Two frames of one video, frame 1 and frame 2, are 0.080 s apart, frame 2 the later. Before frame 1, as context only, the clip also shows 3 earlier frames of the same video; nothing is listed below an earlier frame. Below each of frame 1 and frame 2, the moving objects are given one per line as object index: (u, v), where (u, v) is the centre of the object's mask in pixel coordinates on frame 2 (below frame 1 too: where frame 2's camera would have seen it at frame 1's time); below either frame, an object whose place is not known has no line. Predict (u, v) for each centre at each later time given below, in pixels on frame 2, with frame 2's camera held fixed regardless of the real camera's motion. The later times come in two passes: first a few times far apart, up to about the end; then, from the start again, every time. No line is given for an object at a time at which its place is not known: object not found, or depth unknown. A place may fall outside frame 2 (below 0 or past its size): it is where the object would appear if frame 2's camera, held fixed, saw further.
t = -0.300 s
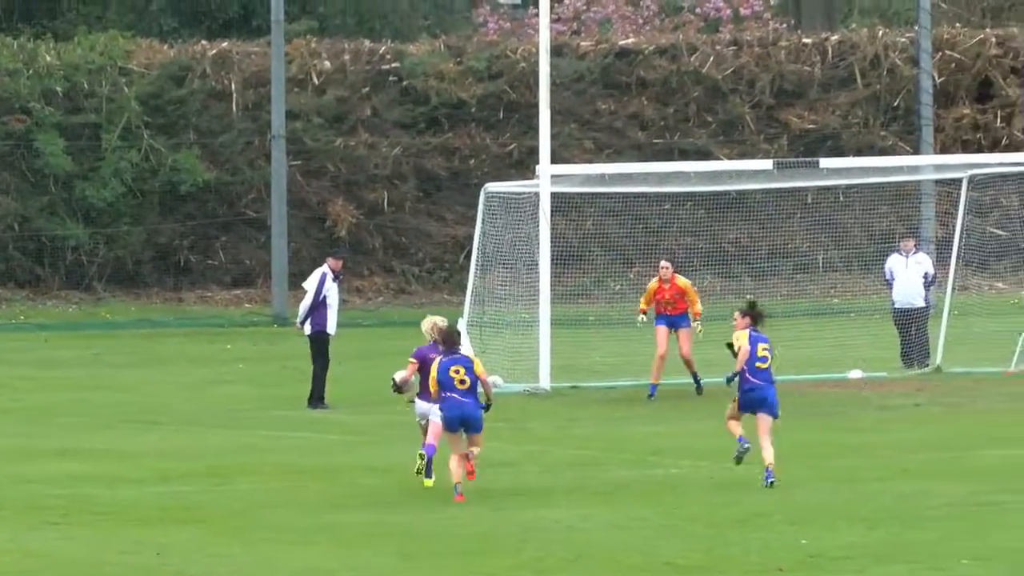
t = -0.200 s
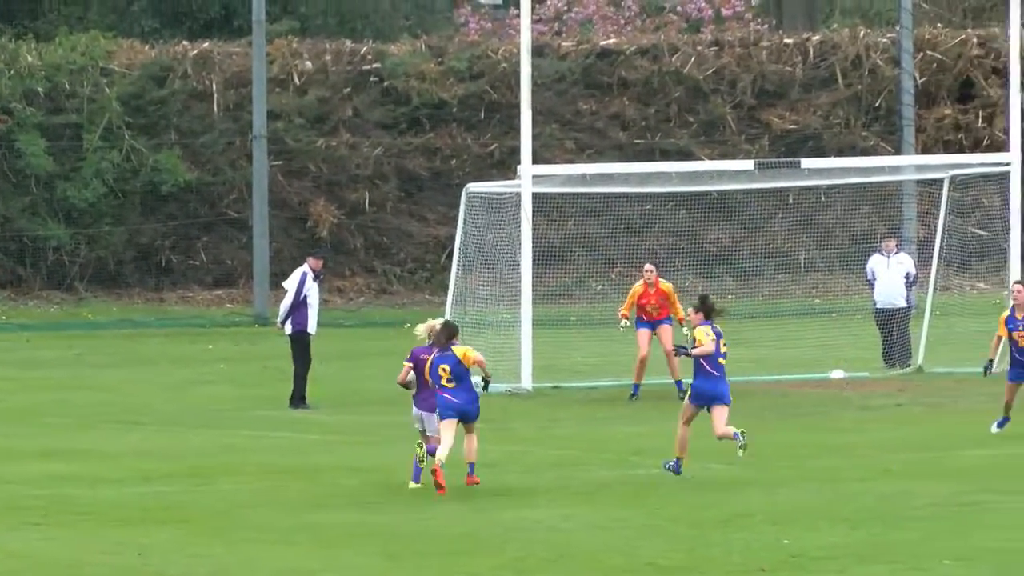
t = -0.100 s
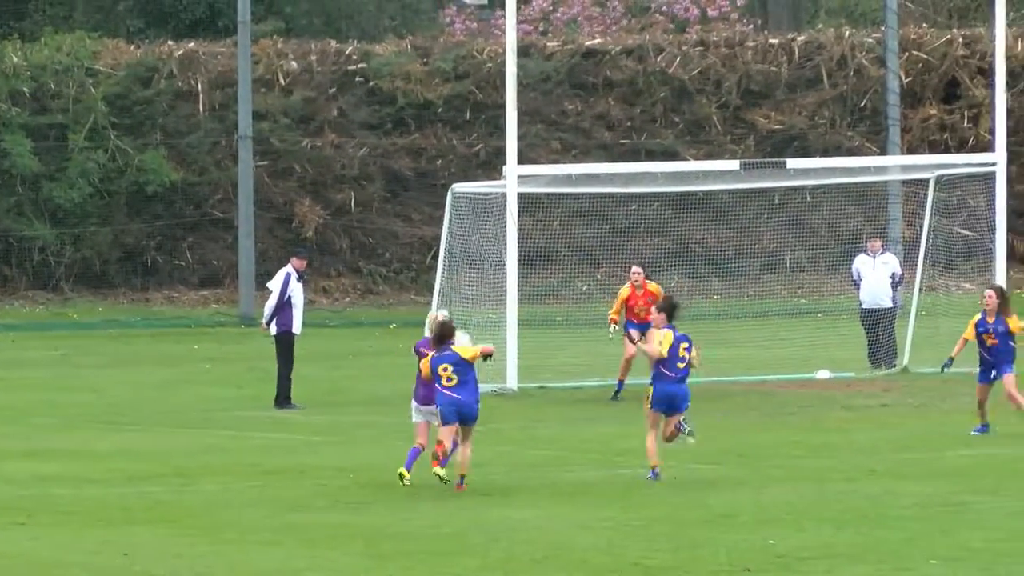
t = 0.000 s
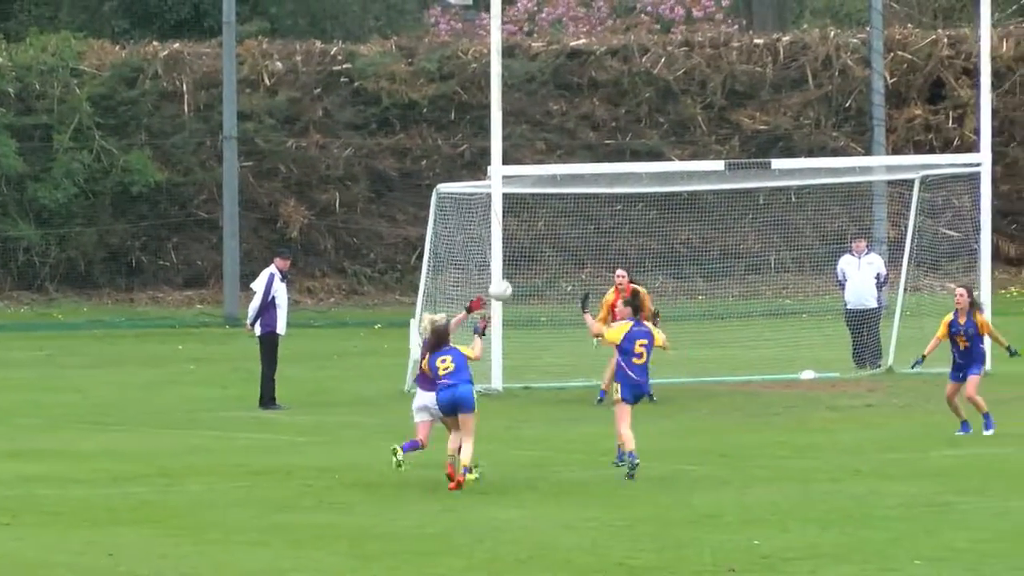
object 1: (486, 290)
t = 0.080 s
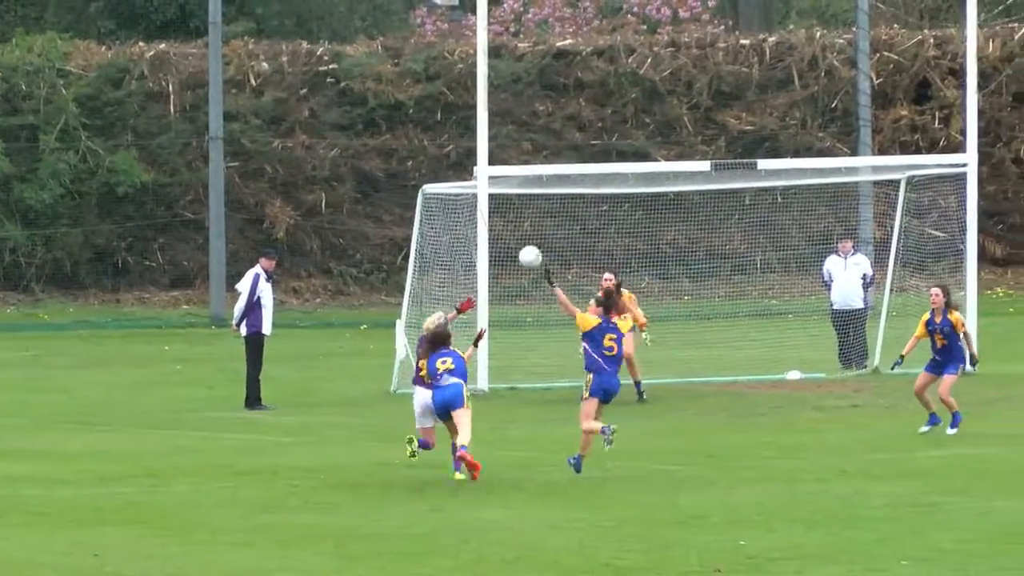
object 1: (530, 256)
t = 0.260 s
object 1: (629, 205)
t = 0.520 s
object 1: (771, 193)
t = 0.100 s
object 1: (541, 249)
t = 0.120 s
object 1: (552, 242)
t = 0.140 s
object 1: (563, 236)
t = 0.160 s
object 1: (574, 229)
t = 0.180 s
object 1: (585, 223)
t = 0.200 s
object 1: (596, 219)
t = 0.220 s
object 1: (607, 214)
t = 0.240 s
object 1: (618, 209)
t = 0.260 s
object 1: (629, 205)
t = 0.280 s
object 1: (640, 203)
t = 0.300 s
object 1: (651, 199)
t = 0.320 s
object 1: (662, 197)
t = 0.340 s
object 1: (673, 195)
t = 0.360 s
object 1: (684, 193)
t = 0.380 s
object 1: (695, 191)
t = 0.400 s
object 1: (706, 191)
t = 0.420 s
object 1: (716, 190)
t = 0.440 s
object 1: (727, 190)
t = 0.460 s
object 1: (738, 191)
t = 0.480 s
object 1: (748, 191)
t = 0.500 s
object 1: (760, 192)
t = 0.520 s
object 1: (771, 193)
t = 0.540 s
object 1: (781, 195)
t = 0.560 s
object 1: (792, 198)
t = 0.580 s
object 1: (803, 200)
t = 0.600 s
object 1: (814, 203)
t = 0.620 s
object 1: (825, 207)
